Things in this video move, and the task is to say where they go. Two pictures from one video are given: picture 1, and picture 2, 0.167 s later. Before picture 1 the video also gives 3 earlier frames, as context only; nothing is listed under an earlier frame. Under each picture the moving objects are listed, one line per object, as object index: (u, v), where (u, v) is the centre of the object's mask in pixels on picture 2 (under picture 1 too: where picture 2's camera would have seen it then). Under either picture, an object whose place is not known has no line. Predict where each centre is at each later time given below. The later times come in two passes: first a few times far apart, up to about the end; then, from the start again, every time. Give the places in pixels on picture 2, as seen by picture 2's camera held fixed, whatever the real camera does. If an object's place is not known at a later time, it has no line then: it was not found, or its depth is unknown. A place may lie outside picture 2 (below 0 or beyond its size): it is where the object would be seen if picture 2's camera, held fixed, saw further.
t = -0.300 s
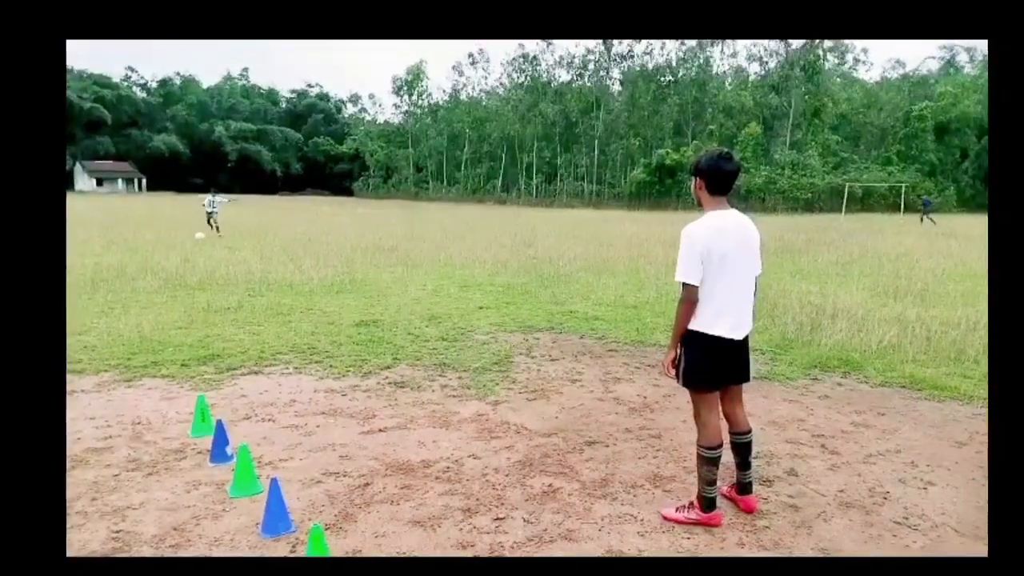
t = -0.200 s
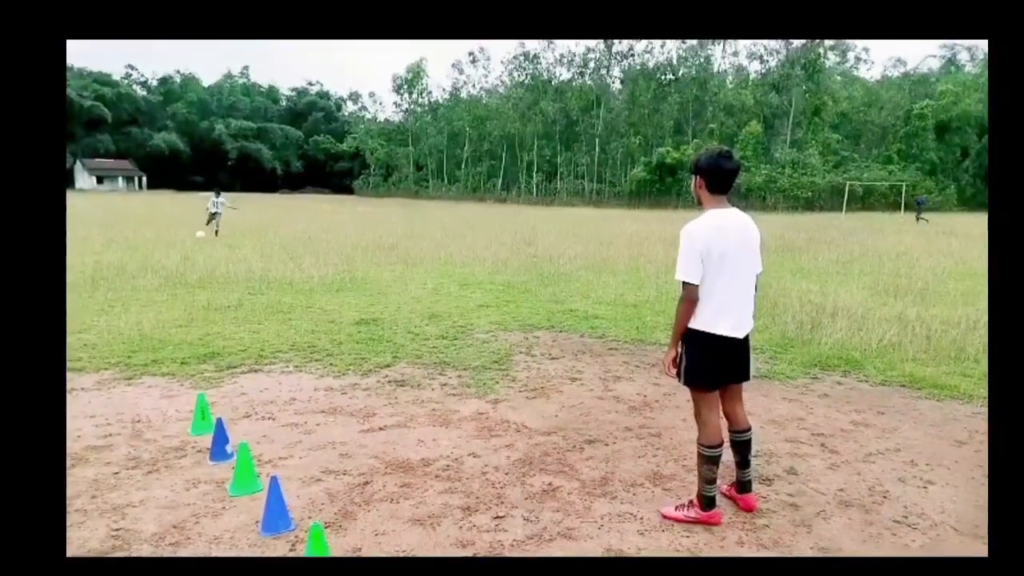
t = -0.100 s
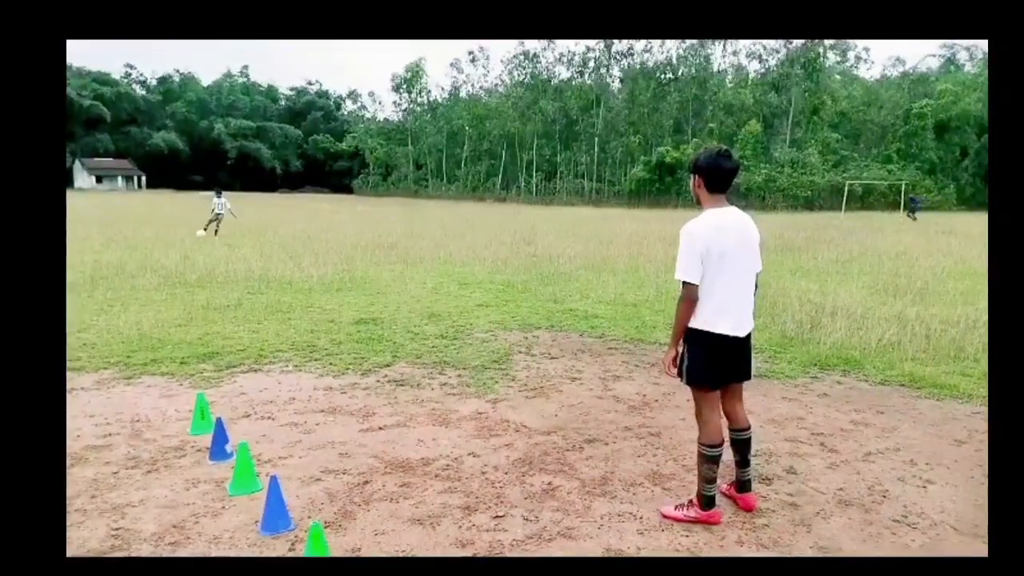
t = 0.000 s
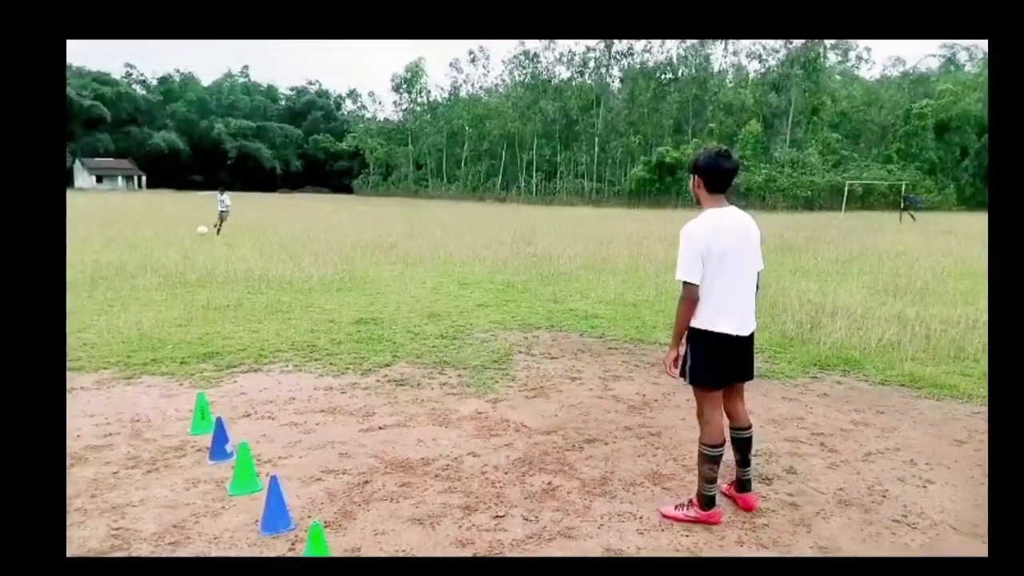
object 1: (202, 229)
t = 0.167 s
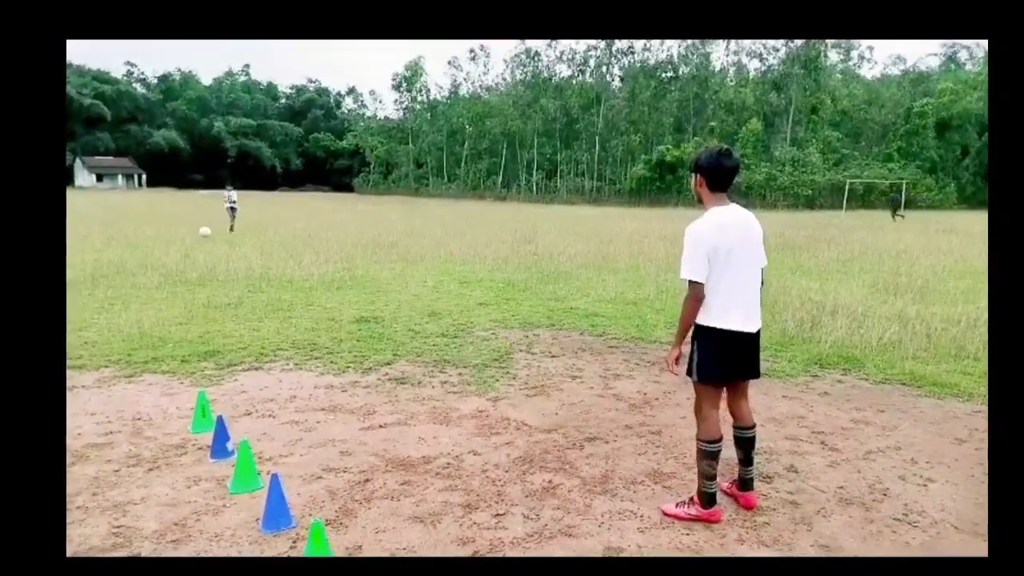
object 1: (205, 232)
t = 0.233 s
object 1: (206, 236)
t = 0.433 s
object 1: (213, 255)
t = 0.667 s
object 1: (226, 266)
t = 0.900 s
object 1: (245, 296)
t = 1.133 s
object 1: (272, 322)
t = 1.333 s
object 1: (299, 346)
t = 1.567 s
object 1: (346, 399)
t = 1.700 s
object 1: (381, 428)
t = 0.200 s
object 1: (205, 234)
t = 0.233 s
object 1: (206, 236)
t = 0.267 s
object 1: (207, 239)
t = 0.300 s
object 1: (208, 243)
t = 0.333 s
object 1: (209, 247)
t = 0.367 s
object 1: (211, 253)
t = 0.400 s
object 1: (212, 256)
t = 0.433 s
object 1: (213, 255)
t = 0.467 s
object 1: (215, 254)
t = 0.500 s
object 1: (217, 254)
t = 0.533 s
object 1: (218, 255)
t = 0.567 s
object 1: (220, 257)
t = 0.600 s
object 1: (221, 259)
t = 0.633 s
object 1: (223, 262)
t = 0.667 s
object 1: (226, 266)
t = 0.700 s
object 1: (229, 271)
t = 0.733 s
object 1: (231, 278)
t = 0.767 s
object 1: (234, 283)
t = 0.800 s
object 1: (237, 285)
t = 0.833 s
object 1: (239, 288)
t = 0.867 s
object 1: (242, 291)
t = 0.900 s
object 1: (245, 296)
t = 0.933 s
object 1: (249, 299)
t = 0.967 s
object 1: (252, 300)
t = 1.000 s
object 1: (255, 301)
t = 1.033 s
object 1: (259, 304)
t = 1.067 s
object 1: (263, 308)
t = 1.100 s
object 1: (267, 314)
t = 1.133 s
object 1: (272, 322)
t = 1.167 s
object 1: (277, 329)
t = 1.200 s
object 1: (280, 330)
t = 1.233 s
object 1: (285, 332)
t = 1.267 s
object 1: (289, 335)
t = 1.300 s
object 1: (293, 339)
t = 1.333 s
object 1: (299, 346)
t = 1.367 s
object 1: (304, 355)
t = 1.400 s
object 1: (311, 366)
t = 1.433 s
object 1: (317, 369)
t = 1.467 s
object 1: (324, 372)
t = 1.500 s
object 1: (331, 379)
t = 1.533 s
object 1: (338, 388)
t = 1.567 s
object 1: (346, 399)
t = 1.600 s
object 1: (355, 409)
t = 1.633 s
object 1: (362, 412)
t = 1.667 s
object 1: (371, 419)
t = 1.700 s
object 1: (381, 428)
